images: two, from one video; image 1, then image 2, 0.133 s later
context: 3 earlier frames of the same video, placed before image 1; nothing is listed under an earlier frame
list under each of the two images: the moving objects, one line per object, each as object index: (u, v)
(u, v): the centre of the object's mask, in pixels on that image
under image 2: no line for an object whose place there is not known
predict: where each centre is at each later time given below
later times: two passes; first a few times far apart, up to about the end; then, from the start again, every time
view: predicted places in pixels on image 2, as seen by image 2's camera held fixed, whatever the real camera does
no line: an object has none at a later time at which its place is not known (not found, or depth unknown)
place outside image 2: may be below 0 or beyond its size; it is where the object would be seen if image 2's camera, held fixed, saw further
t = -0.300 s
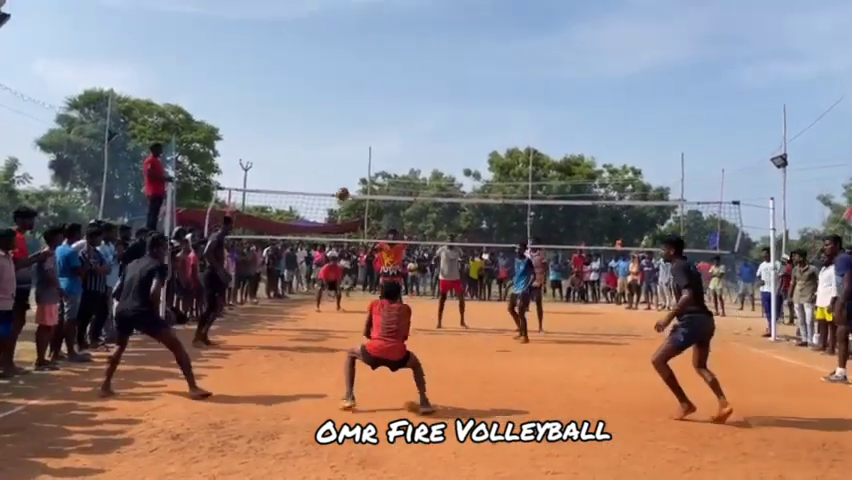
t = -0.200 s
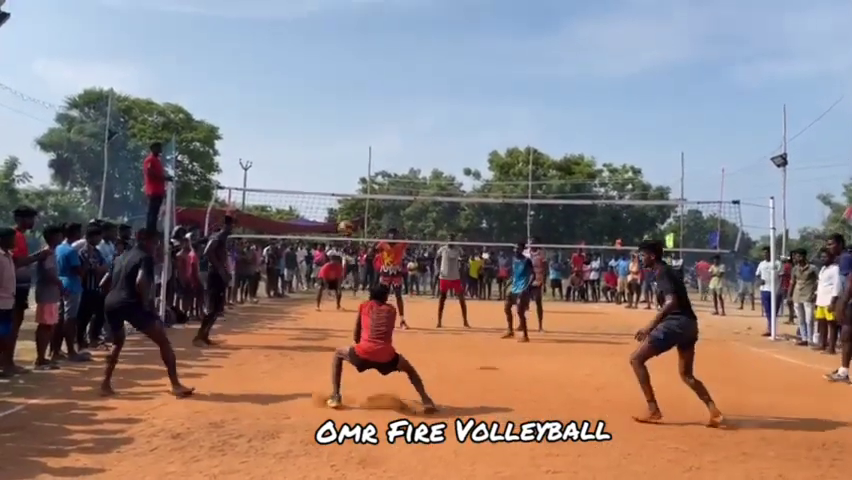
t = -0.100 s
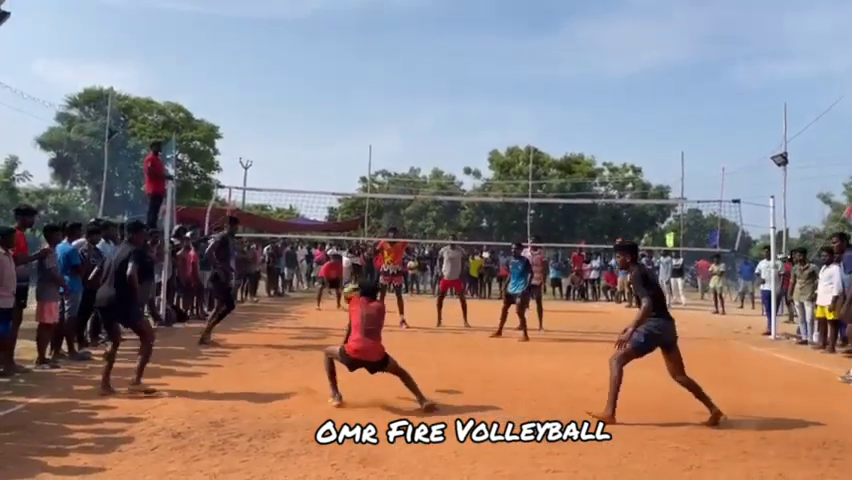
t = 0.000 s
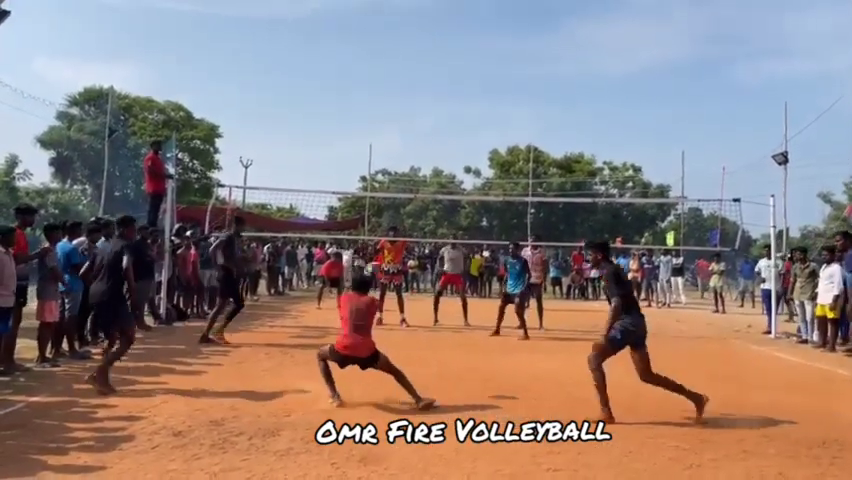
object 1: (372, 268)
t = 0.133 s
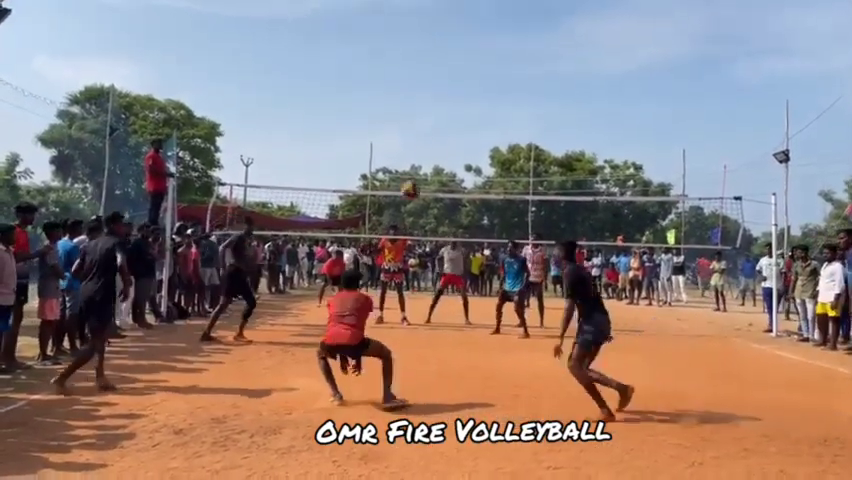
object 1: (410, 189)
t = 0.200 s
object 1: (427, 160)
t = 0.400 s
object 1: (468, 104)
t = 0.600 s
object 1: (501, 85)
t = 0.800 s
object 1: (529, 95)
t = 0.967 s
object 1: (549, 122)
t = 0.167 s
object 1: (420, 173)
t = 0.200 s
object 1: (427, 160)
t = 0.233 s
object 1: (434, 148)
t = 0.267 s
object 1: (441, 137)
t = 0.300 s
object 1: (448, 126)
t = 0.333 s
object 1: (455, 118)
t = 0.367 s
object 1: (461, 110)
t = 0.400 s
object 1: (468, 104)
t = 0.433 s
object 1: (474, 99)
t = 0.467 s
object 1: (480, 94)
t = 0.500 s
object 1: (485, 91)
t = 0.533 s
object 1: (491, 88)
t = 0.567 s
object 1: (497, 86)
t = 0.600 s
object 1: (501, 85)
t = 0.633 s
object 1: (506, 86)
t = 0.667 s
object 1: (511, 86)
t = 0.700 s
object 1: (517, 87)
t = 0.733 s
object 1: (521, 90)
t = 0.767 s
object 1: (525, 92)
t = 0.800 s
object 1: (529, 95)
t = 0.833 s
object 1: (533, 100)
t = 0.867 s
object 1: (538, 104)
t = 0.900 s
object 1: (541, 110)
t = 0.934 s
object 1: (546, 116)
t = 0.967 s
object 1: (549, 122)
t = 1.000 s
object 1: (553, 129)
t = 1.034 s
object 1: (556, 136)
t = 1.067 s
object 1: (560, 144)
